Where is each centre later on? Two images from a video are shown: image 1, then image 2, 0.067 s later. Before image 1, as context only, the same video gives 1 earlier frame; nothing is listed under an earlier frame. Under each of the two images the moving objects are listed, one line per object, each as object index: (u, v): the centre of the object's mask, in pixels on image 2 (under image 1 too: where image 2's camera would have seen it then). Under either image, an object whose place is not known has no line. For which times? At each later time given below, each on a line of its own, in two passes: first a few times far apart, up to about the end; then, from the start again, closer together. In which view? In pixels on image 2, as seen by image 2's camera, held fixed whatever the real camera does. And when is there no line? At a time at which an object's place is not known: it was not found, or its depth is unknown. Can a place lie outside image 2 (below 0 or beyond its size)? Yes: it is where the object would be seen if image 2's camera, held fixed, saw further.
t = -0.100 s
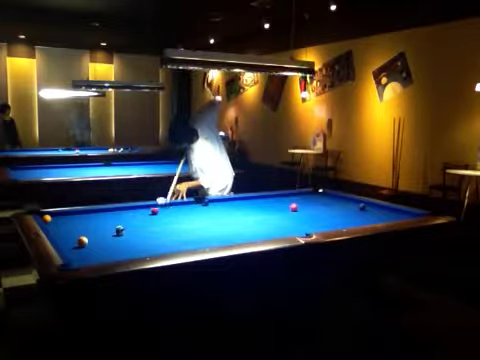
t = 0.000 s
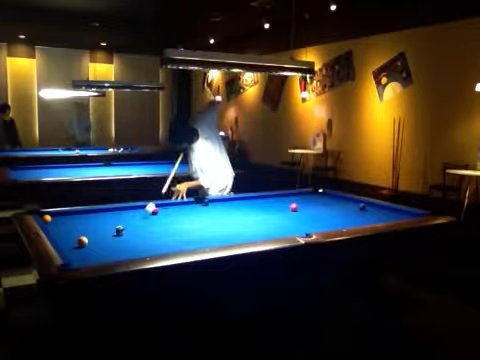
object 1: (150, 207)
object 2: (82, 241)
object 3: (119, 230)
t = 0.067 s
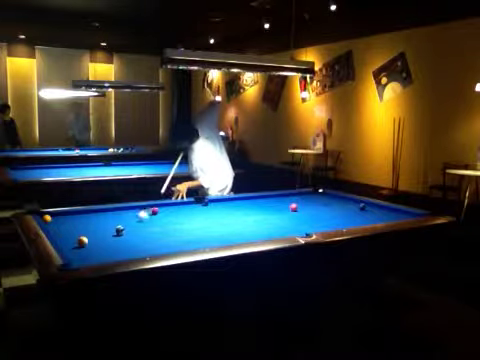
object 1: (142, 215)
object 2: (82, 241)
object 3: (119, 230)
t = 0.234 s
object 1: (124, 223)
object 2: (82, 241)
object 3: (119, 230)
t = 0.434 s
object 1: (109, 228)
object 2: (82, 241)
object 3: (114, 240)
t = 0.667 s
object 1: (98, 228)
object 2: (82, 241)
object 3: (106, 252)
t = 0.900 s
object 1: (86, 227)
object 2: (82, 241)
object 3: (86, 257)
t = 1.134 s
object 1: (76, 226)
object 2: (82, 241)
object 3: (75, 252)
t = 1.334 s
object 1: (68, 226)
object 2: (83, 240)
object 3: (77, 246)
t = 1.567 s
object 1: (59, 225)
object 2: (83, 239)
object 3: (80, 243)
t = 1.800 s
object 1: (53, 225)
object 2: (85, 235)
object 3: (80, 243)
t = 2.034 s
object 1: (56, 224)
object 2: (86, 234)
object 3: (80, 242)
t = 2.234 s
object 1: (57, 224)
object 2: (87, 232)
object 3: (80, 241)
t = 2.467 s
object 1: (59, 223)
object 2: (87, 229)
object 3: (80, 240)
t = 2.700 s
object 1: (61, 222)
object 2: (87, 227)
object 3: (79, 240)
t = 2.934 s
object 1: (61, 221)
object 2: (88, 225)
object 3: (79, 240)
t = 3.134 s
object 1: (61, 221)
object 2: (88, 224)
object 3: (79, 240)
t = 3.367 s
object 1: (62, 221)
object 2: (88, 223)
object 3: (79, 241)
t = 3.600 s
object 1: (63, 221)
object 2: (88, 222)
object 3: (79, 241)
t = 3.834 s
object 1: (63, 221)
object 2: (88, 221)
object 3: (79, 241)
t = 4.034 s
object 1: (63, 221)
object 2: (88, 221)
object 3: (78, 241)
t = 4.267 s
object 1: (63, 221)
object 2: (88, 220)
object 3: (78, 240)
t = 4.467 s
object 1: (63, 221)
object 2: (87, 219)
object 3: (78, 241)
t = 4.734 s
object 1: (63, 221)
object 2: (87, 219)
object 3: (78, 241)
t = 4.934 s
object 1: (63, 220)
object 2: (86, 219)
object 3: (78, 241)
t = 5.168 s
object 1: (63, 221)
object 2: (86, 219)
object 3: (78, 241)
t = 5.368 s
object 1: (63, 220)
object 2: (85, 218)
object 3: (78, 241)
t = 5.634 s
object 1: (63, 221)
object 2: (85, 218)
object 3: (78, 241)
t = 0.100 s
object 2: (82, 241)
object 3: (119, 230)
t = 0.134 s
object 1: (135, 217)
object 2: (82, 241)
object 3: (119, 230)
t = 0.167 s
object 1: (132, 219)
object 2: (82, 241)
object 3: (119, 230)
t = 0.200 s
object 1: (128, 222)
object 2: (82, 241)
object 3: (119, 230)
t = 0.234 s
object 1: (124, 223)
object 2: (82, 241)
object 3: (119, 230)
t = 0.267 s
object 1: (119, 227)
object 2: (82, 241)
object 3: (119, 231)
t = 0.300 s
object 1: (117, 228)
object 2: (82, 241)
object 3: (117, 235)
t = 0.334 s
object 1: (114, 227)
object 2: (82, 241)
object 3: (117, 236)
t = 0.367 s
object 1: (112, 228)
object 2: (82, 241)
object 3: (116, 236)
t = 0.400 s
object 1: (110, 228)
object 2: (82, 241)
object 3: (115, 238)
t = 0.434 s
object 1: (109, 228)
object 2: (82, 241)
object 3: (114, 240)
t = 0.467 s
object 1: (107, 228)
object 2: (82, 241)
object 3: (112, 242)
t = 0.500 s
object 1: (105, 227)
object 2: (82, 241)
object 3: (111, 244)
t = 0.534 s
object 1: (103, 228)
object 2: (82, 241)
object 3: (110, 246)
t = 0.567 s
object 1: (102, 228)
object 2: (82, 241)
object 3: (109, 248)
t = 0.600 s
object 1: (100, 228)
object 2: (82, 241)
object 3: (107, 250)
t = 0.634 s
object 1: (99, 227)
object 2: (82, 241)
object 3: (106, 251)
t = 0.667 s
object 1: (98, 228)
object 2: (82, 241)
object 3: (106, 252)
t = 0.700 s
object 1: (96, 227)
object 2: (82, 241)
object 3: (105, 253)
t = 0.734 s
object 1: (95, 227)
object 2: (82, 241)
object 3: (104, 255)
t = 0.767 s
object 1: (92, 227)
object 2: (82, 241)
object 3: (104, 256)
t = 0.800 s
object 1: (91, 227)
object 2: (82, 241)
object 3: (101, 258)
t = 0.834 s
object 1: (89, 227)
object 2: (82, 241)
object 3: (100, 258)
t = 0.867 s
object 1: (88, 227)
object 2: (82, 241)
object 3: (92, 258)
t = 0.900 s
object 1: (86, 227)
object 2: (82, 241)
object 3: (86, 257)
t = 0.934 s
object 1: (84, 227)
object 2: (82, 241)
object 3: (85, 257)
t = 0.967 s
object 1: (83, 227)
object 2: (82, 241)
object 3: (84, 256)
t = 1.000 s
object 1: (81, 227)
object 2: (82, 241)
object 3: (81, 254)
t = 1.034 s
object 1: (80, 226)
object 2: (82, 241)
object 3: (77, 253)
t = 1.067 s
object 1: (78, 227)
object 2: (82, 241)
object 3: (76, 253)
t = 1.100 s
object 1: (77, 226)
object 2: (82, 241)
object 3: (75, 253)
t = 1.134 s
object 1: (76, 226)
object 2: (82, 241)
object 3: (75, 252)
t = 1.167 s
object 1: (75, 226)
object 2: (82, 240)
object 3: (75, 251)
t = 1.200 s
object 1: (72, 226)
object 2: (82, 241)
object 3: (75, 251)
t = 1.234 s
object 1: (72, 226)
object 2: (83, 241)
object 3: (76, 251)
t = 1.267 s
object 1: (70, 226)
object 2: (83, 240)
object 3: (78, 248)
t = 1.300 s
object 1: (69, 226)
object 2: (83, 240)
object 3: (77, 246)
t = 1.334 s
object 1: (68, 226)
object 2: (83, 240)
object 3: (77, 246)
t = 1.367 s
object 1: (67, 226)
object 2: (83, 239)
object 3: (78, 246)
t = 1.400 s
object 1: (65, 226)
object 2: (83, 239)
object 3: (79, 244)
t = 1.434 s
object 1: (63, 226)
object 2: (84, 239)
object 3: (79, 244)
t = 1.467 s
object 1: (62, 226)
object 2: (83, 240)
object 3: (78, 246)
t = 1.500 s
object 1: (61, 226)
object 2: (83, 239)
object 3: (80, 244)
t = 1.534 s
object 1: (60, 226)
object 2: (84, 238)
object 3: (80, 243)
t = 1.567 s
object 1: (59, 225)
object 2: (83, 239)
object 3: (80, 243)
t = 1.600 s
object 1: (57, 225)
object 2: (85, 237)
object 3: (80, 243)
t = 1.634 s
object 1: (55, 225)
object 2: (84, 237)
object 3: (80, 244)
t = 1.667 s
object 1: (54, 225)
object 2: (85, 237)
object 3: (80, 244)
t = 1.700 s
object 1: (53, 225)
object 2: (84, 236)
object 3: (80, 243)
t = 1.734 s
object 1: (53, 225)
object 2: (84, 236)
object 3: (80, 243)
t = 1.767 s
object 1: (53, 225)
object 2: (85, 235)
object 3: (80, 243)
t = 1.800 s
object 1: (53, 225)
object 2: (85, 235)
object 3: (80, 243)
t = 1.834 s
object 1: (53, 225)
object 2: (85, 235)
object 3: (80, 243)
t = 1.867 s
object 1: (54, 225)
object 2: (85, 234)
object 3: (80, 242)
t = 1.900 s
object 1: (54, 225)
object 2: (86, 235)
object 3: (80, 242)
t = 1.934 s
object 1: (55, 224)
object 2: (86, 234)
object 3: (80, 242)
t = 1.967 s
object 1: (55, 224)
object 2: (86, 234)
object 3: (80, 242)
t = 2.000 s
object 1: (55, 224)
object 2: (86, 234)
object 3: (80, 242)
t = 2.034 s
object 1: (56, 224)
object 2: (86, 234)
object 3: (80, 242)
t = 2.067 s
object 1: (56, 224)
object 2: (86, 233)
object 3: (80, 242)
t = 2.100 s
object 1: (56, 224)
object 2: (86, 233)
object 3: (81, 241)
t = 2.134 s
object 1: (56, 224)
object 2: (86, 232)
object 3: (80, 241)
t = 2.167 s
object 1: (57, 224)
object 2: (87, 232)
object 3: (80, 241)
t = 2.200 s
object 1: (57, 223)
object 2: (87, 232)
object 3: (80, 241)
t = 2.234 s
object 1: (57, 224)
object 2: (87, 232)
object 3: (80, 241)
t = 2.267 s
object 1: (57, 223)
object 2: (87, 231)
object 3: (81, 240)
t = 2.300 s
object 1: (57, 223)
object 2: (87, 231)
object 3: (80, 240)
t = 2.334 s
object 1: (58, 223)
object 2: (87, 231)
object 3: (80, 240)
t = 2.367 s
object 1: (58, 223)
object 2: (87, 231)
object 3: (80, 240)
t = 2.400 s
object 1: (58, 223)
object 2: (87, 231)
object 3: (80, 240)
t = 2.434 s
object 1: (58, 223)
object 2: (87, 230)
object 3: (80, 240)
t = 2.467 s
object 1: (59, 223)
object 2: (87, 229)
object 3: (80, 240)
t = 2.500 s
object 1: (59, 223)
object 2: (87, 229)
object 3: (80, 240)
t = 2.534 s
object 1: (59, 223)
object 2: (87, 229)
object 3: (80, 240)
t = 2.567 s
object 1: (58, 222)
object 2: (87, 229)
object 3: (80, 240)
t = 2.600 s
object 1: (59, 222)
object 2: (87, 228)
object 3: (80, 240)
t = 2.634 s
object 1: (59, 222)
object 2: (87, 228)
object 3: (80, 240)
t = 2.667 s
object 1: (59, 222)
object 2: (87, 228)
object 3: (80, 240)
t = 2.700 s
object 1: (61, 222)
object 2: (87, 227)
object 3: (79, 240)
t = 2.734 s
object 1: (60, 222)
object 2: (87, 228)
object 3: (79, 240)
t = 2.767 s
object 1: (60, 222)
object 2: (88, 228)
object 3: (79, 240)
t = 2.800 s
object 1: (60, 222)
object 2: (87, 226)
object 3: (79, 240)
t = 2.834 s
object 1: (61, 222)
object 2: (87, 226)
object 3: (79, 240)
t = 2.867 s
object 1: (60, 221)
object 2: (88, 226)
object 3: (79, 240)
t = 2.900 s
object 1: (60, 221)
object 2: (88, 226)
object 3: (79, 240)
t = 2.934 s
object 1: (61, 221)
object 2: (88, 225)
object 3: (79, 240)
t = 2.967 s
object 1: (61, 221)
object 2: (88, 225)
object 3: (79, 240)
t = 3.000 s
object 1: (61, 221)
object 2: (88, 225)
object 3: (79, 240)
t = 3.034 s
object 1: (61, 221)
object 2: (88, 225)
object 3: (79, 240)
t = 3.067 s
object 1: (61, 221)
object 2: (88, 225)
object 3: (79, 240)
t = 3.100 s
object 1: (61, 221)
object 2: (88, 224)
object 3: (79, 240)
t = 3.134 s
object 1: (61, 221)
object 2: (88, 224)
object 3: (79, 240)
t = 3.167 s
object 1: (61, 221)
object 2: (88, 224)
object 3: (79, 240)
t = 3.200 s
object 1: (61, 221)
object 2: (88, 224)
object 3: (79, 240)
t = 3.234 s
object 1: (62, 221)
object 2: (88, 224)
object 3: (79, 240)
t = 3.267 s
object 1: (62, 221)
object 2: (88, 224)
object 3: (79, 240)
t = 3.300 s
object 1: (62, 221)
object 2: (88, 223)
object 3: (79, 241)
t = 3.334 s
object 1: (62, 221)
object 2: (88, 223)
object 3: (79, 241)
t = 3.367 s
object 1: (62, 221)
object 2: (88, 223)
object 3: (79, 241)
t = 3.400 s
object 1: (63, 221)
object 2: (88, 223)
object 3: (79, 241)
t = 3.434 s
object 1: (63, 221)
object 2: (88, 222)
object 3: (79, 241)
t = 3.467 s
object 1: (63, 221)
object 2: (88, 222)
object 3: (79, 241)
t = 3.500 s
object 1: (63, 221)
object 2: (88, 222)
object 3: (79, 241)
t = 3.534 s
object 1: (63, 221)
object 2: (88, 222)
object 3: (79, 241)
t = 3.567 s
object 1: (63, 221)
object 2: (88, 222)
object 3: (79, 241)
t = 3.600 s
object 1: (63, 221)
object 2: (88, 222)
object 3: (79, 241)
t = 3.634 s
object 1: (63, 221)
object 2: (88, 222)
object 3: (79, 241)
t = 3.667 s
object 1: (63, 221)
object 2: (88, 222)
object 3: (79, 241)
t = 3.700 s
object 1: (63, 221)
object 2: (88, 222)
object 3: (79, 241)
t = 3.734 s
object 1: (63, 221)
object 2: (88, 221)
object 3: (79, 241)
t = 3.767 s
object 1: (63, 221)
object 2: (88, 221)
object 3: (79, 241)
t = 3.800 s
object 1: (63, 221)
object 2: (88, 221)
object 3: (79, 241)
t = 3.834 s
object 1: (63, 221)
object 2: (88, 221)
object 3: (79, 241)
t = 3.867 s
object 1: (63, 221)
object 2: (88, 221)
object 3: (79, 241)
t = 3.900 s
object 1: (63, 221)
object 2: (88, 221)
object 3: (79, 241)
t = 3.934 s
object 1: (63, 221)
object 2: (88, 221)
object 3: (79, 241)
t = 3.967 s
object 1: (63, 221)
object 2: (88, 221)
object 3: (79, 241)
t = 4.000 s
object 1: (63, 221)
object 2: (88, 220)
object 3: (78, 241)
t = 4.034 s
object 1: (63, 221)
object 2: (88, 221)
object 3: (78, 241)
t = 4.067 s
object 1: (63, 221)
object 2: (88, 220)
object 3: (78, 241)
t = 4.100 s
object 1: (63, 221)
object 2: (88, 220)
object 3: (78, 241)
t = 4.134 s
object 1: (63, 221)
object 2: (88, 220)
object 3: (78, 241)
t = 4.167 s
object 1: (63, 221)
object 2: (88, 220)
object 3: (78, 241)
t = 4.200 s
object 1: (63, 221)
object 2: (88, 220)
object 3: (78, 240)
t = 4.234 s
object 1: (63, 221)
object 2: (88, 220)
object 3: (78, 241)
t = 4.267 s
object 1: (63, 221)
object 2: (88, 220)
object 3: (78, 240)
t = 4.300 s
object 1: (63, 221)
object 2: (87, 220)
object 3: (78, 241)
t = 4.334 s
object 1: (63, 221)
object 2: (87, 220)
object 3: (78, 241)
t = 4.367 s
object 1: (63, 221)
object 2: (87, 220)
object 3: (78, 241)
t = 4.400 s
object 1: (63, 221)
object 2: (87, 220)
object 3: (78, 241)
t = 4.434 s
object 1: (63, 221)
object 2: (87, 220)
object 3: (78, 241)
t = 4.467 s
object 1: (63, 221)
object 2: (87, 219)
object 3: (78, 241)
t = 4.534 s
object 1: (63, 221)
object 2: (87, 220)
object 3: (78, 241)
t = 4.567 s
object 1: (63, 221)
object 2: (87, 220)
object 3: (78, 241)
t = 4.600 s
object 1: (63, 221)
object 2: (87, 219)
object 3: (78, 241)
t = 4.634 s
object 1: (63, 221)
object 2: (87, 219)
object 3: (78, 241)
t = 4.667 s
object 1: (63, 221)
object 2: (87, 219)
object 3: (78, 241)
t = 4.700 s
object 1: (63, 221)
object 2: (87, 219)
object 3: (78, 241)
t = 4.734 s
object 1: (63, 221)
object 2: (87, 219)
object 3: (78, 241)
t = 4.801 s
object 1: (63, 221)
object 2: (87, 219)
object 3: (78, 241)
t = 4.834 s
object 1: (63, 220)
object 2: (86, 219)
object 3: (78, 241)
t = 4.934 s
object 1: (63, 220)
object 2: (86, 219)
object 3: (78, 241)
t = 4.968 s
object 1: (63, 220)
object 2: (86, 219)
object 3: (78, 241)
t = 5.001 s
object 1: (63, 221)
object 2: (86, 219)
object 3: (78, 241)
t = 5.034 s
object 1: (63, 221)
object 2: (86, 219)
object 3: (78, 241)
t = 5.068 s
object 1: (63, 220)
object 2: (86, 219)
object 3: (78, 241)
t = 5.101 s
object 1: (63, 221)
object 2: (86, 219)
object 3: (78, 241)
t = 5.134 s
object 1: (63, 221)
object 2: (86, 219)
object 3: (78, 241)
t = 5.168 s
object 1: (63, 221)
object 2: (86, 219)
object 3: (78, 241)
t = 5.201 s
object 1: (63, 220)
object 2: (86, 219)
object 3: (78, 241)
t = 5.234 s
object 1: (63, 221)
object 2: (86, 218)
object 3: (78, 241)
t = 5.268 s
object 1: (63, 221)
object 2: (86, 218)
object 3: (78, 241)
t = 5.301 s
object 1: (63, 221)
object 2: (86, 218)
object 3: (78, 241)
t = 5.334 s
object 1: (63, 221)
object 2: (86, 218)
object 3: (78, 241)
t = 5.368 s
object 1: (63, 220)
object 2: (85, 218)
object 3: (78, 241)
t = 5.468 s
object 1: (63, 221)
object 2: (85, 218)
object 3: (78, 241)
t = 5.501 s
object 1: (63, 221)
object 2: (85, 218)
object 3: (78, 241)
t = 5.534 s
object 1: (63, 220)
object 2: (85, 218)
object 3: (78, 241)
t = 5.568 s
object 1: (63, 221)
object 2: (85, 218)
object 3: (78, 241)
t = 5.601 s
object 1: (63, 221)
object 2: (85, 218)
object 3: (78, 241)
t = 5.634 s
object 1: (63, 221)
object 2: (85, 218)
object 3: (78, 241)
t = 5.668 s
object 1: (63, 221)
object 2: (85, 218)
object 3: (78, 241)
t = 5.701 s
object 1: (63, 221)
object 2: (85, 218)
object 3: (78, 241)
